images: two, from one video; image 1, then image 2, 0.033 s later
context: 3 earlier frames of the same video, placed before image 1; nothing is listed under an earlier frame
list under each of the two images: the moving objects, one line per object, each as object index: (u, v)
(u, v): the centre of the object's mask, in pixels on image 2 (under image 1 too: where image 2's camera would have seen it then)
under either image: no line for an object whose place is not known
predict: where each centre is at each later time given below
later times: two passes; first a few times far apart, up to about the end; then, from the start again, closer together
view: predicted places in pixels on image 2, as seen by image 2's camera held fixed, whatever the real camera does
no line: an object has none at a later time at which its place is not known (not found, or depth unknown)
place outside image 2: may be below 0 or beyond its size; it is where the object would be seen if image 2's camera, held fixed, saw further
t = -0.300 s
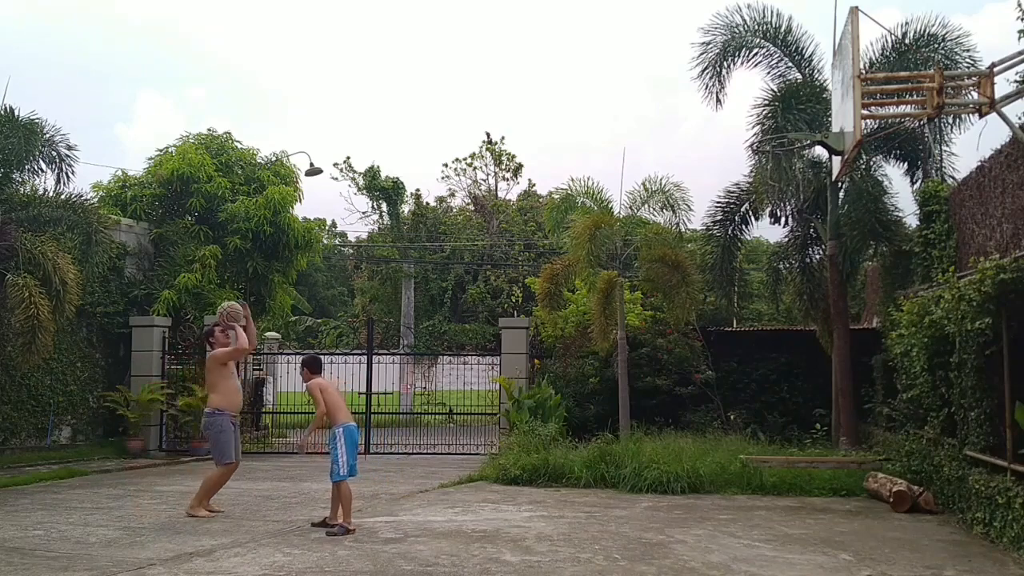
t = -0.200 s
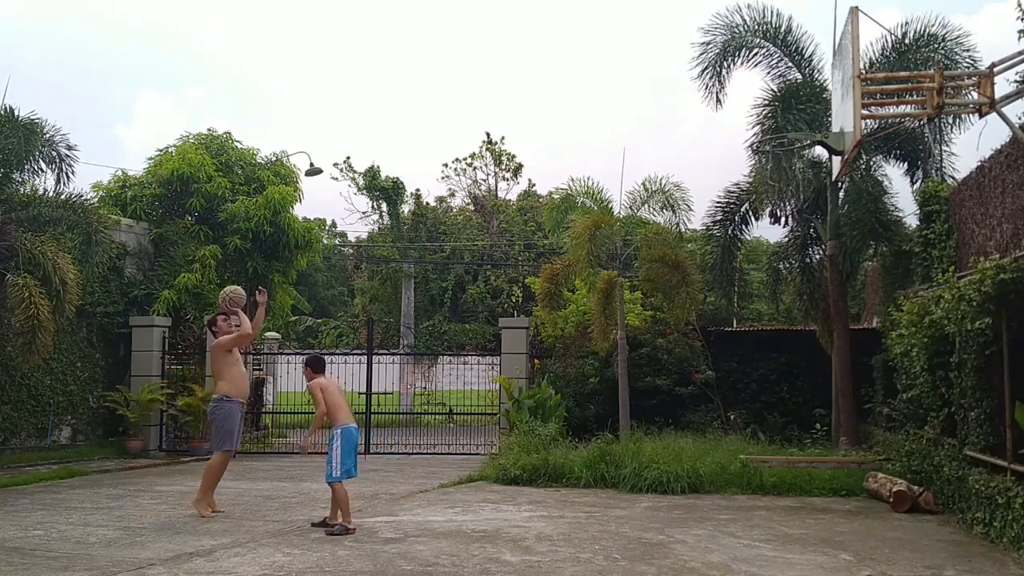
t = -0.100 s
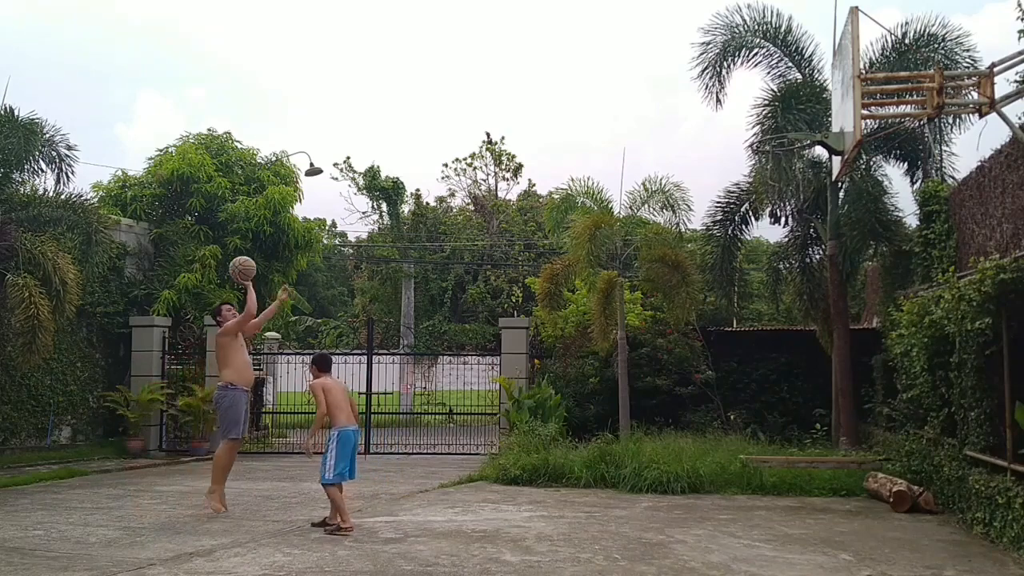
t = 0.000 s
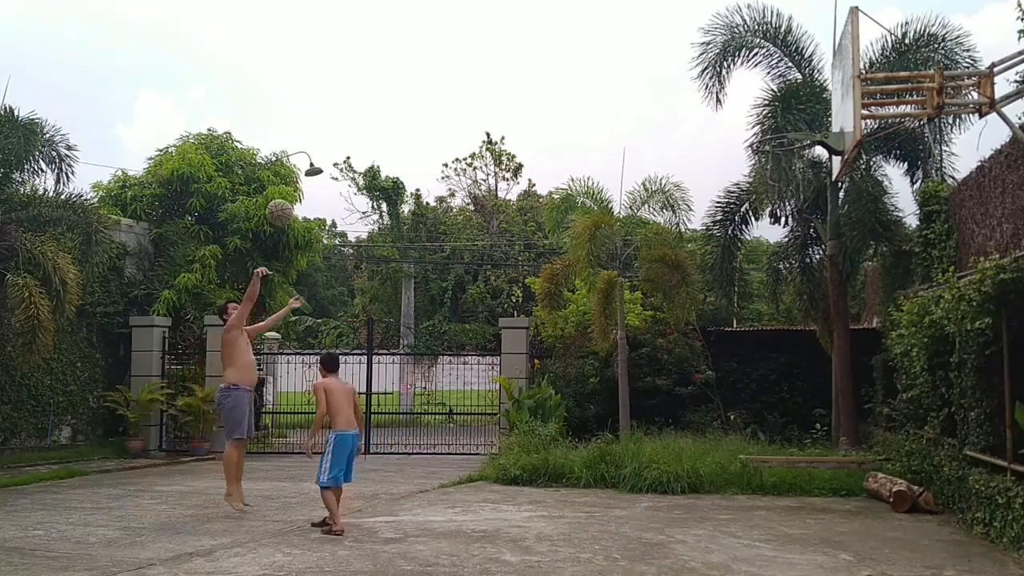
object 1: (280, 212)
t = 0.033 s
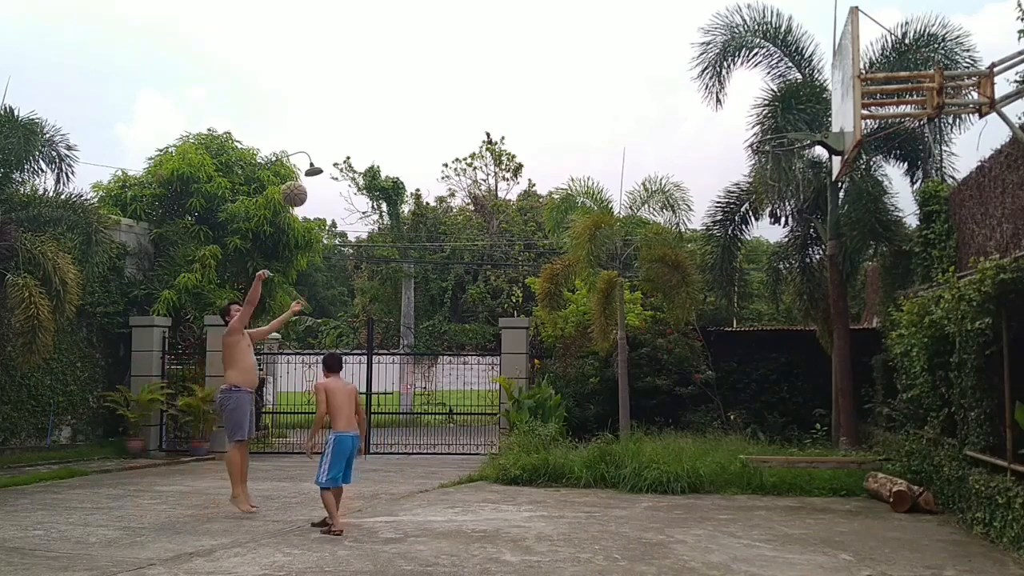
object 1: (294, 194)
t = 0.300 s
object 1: (411, 84)
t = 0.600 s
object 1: (556, 37)
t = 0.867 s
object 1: (704, 81)
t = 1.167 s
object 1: (809, 234)
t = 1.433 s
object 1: (820, 465)
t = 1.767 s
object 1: (761, 391)
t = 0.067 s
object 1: (308, 177)
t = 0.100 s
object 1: (322, 161)
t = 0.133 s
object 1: (337, 146)
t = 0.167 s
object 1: (351, 131)
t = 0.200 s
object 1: (366, 118)
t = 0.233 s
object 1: (380, 106)
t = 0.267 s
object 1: (395, 94)
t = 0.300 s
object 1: (411, 84)
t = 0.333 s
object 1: (426, 74)
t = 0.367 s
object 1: (442, 66)
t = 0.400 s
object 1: (457, 58)
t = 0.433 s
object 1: (473, 52)
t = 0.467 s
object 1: (489, 47)
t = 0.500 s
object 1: (506, 42)
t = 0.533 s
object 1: (522, 39)
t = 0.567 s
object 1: (539, 37)
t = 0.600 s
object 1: (556, 37)
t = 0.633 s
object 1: (573, 38)
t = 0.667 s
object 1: (591, 40)
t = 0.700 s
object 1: (609, 43)
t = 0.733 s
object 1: (627, 48)
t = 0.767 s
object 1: (646, 54)
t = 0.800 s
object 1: (666, 62)
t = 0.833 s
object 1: (685, 71)
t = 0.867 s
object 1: (704, 81)
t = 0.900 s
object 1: (726, 93)
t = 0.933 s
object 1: (746, 107)
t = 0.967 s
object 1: (768, 121)
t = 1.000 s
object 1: (788, 139)
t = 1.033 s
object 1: (802, 158)
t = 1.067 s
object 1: (805, 177)
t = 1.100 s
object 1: (808, 196)
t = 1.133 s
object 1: (809, 215)
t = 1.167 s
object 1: (809, 234)
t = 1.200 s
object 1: (810, 257)
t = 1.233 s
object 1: (811, 281)
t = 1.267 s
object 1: (812, 306)
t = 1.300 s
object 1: (814, 334)
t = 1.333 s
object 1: (814, 363)
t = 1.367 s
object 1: (815, 395)
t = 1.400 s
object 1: (819, 430)
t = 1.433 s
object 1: (820, 465)
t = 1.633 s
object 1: (795, 479)
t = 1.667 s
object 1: (786, 453)
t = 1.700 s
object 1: (778, 431)
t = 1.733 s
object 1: (769, 411)
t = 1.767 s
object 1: (761, 391)
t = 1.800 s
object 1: (752, 374)
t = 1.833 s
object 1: (743, 358)
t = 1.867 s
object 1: (735, 343)
